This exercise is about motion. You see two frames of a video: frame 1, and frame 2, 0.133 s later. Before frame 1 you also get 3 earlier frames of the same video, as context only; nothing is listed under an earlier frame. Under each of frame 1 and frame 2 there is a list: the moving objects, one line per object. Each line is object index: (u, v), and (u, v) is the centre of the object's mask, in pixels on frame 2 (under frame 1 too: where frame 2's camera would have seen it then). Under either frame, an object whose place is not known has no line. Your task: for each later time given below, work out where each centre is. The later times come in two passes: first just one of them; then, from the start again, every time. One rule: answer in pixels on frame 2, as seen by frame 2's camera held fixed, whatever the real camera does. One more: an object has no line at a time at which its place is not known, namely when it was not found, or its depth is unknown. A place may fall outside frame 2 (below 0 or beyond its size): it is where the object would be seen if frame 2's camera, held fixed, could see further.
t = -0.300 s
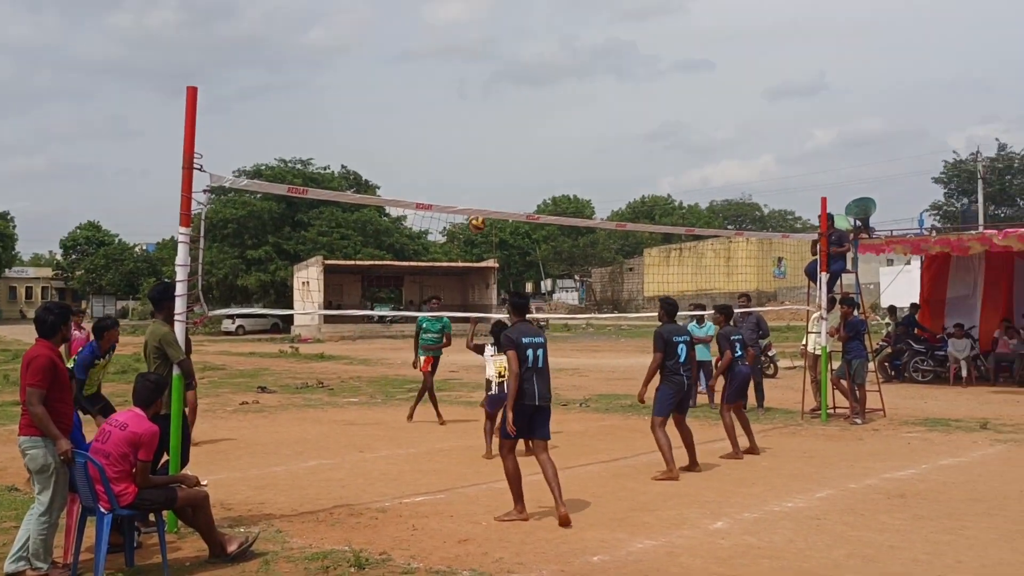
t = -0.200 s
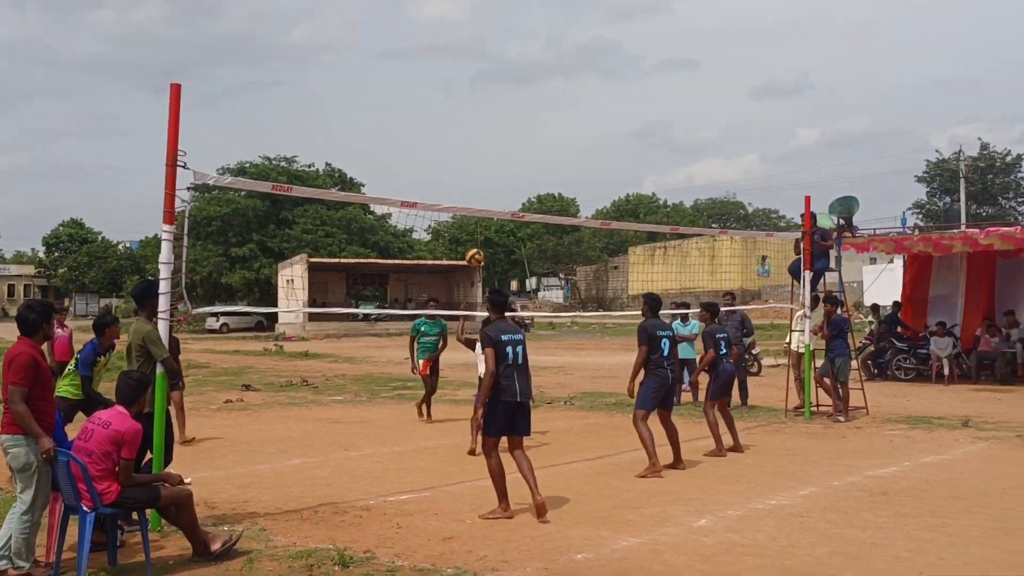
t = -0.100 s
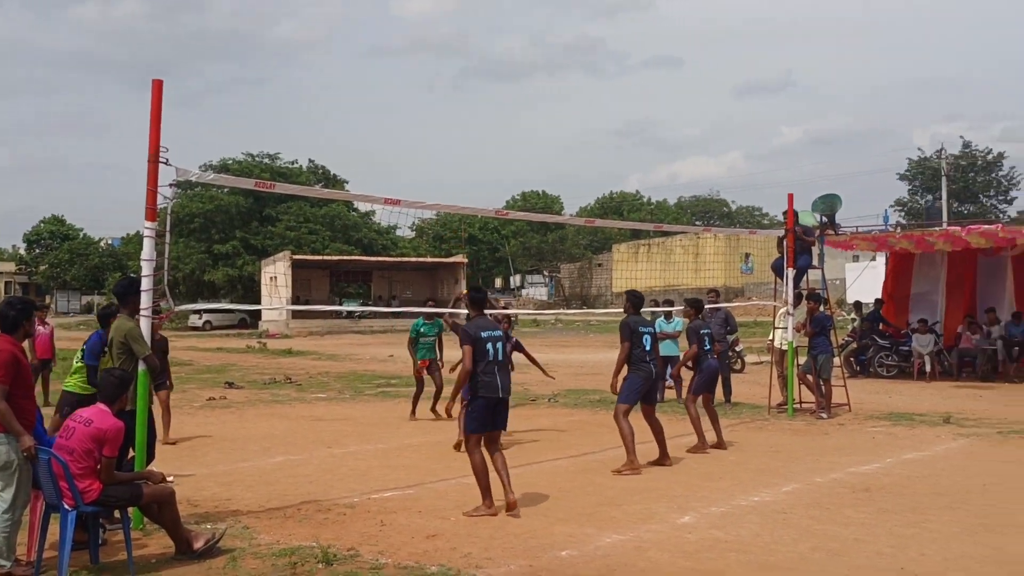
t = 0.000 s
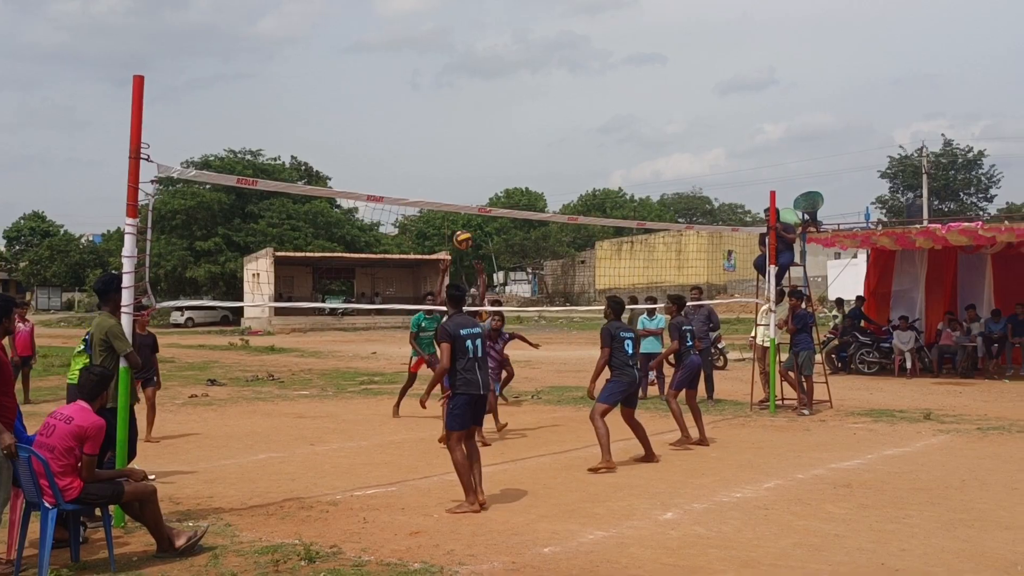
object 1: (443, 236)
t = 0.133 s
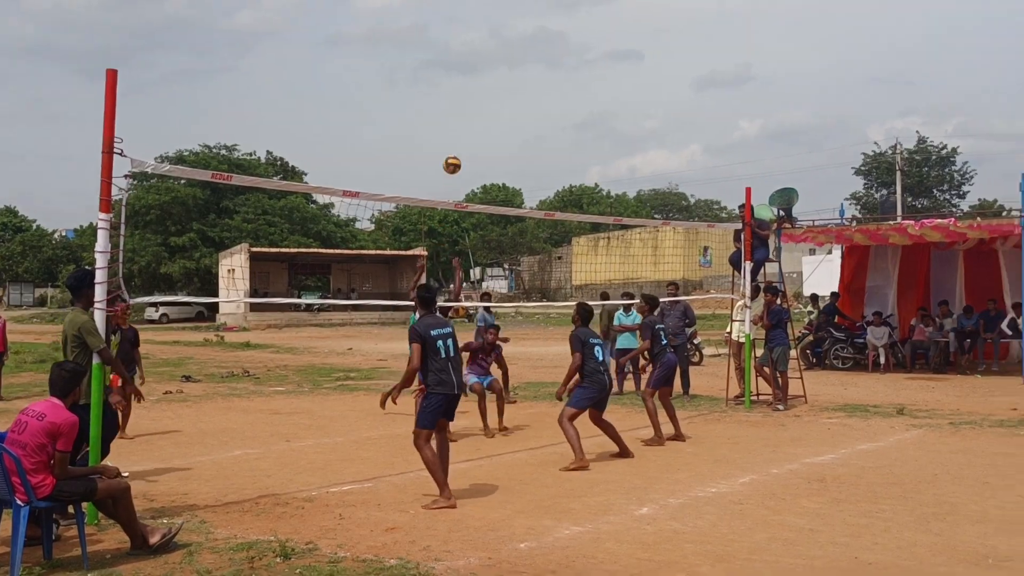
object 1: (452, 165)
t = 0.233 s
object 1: (459, 123)
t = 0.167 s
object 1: (454, 150)
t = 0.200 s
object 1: (457, 135)
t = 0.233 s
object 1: (459, 123)
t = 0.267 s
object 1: (462, 111)
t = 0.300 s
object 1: (464, 100)
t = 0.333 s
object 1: (467, 90)
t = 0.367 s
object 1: (469, 80)
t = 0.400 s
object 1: (472, 73)
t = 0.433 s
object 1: (474, 66)
